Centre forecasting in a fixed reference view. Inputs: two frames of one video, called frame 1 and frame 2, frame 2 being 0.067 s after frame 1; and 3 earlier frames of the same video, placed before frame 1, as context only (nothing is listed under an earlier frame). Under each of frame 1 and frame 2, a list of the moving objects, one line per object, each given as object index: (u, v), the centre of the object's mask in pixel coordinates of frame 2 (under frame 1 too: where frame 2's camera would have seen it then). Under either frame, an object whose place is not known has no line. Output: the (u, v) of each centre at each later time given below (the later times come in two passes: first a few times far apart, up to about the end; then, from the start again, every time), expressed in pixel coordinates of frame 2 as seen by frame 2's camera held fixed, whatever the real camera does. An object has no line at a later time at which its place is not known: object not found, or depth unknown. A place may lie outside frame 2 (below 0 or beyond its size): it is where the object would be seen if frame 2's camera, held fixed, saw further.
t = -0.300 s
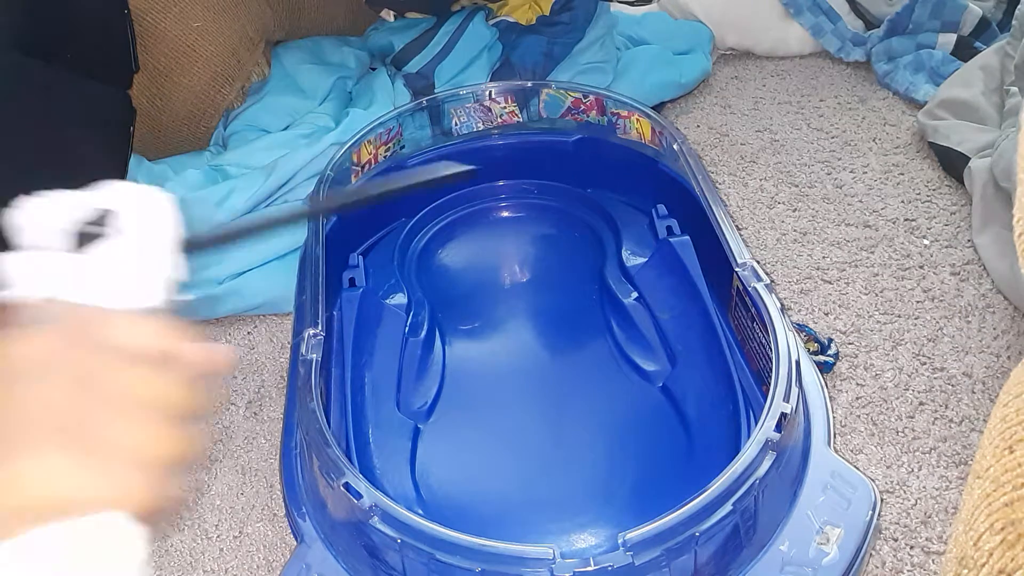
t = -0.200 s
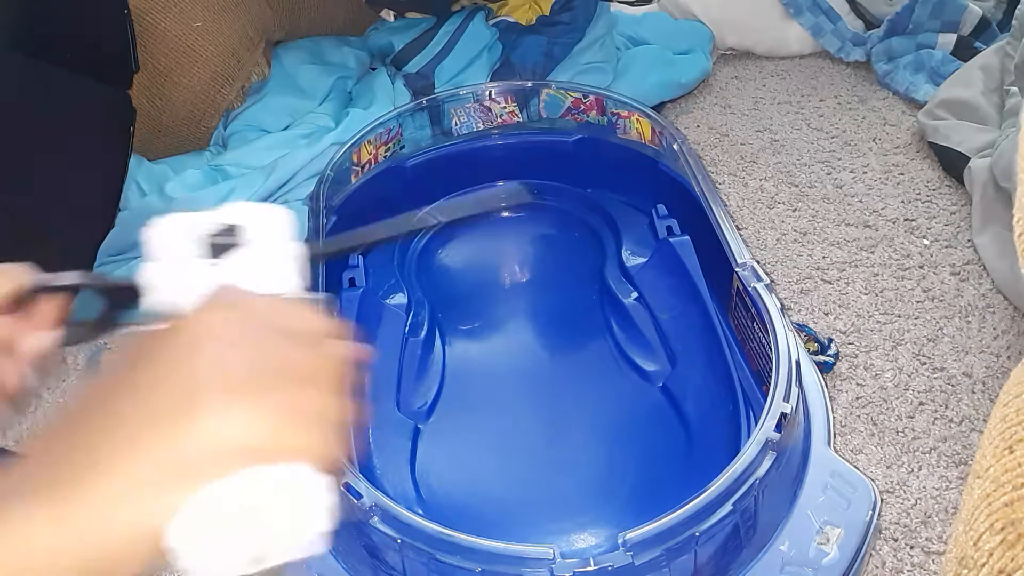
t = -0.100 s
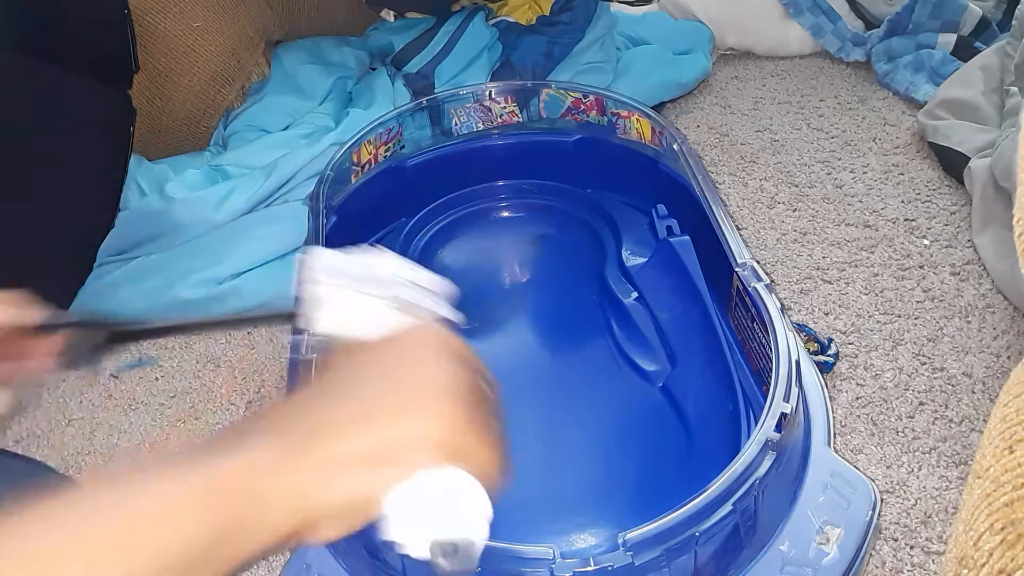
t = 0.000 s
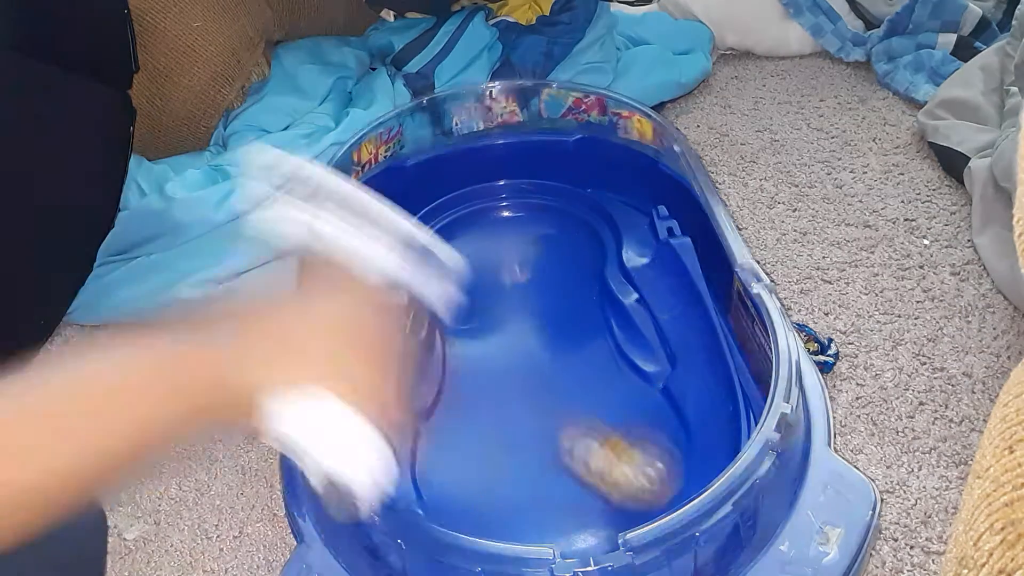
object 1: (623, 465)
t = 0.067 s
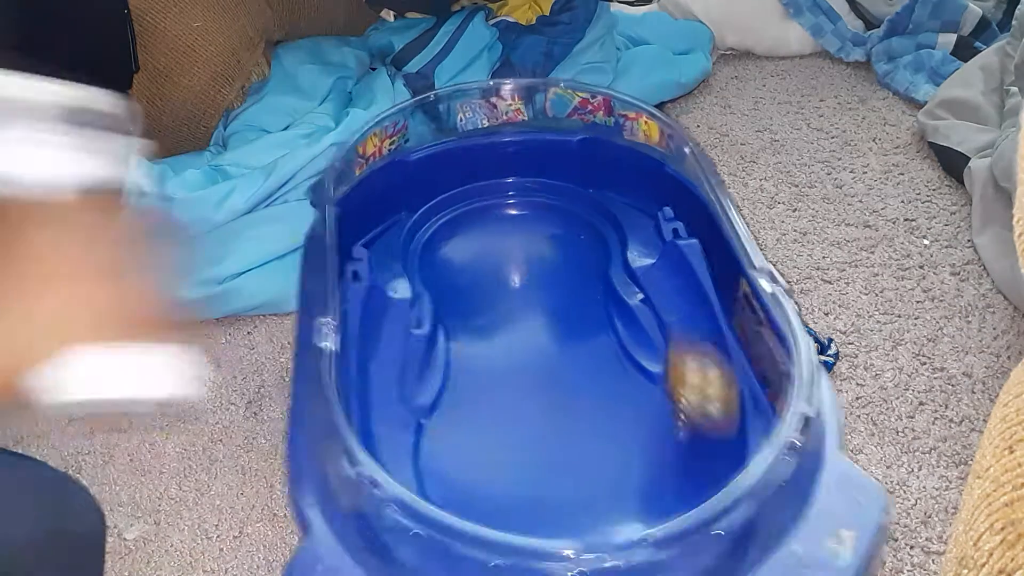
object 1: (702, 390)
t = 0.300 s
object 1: (585, 287)
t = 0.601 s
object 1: (520, 258)
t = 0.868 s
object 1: (516, 250)
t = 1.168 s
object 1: (494, 279)
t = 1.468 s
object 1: (555, 233)
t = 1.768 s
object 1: (482, 241)
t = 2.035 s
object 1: (535, 250)
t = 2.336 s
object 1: (570, 249)
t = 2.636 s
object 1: (508, 260)
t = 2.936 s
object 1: (545, 268)
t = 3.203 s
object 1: (561, 256)
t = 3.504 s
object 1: (516, 259)
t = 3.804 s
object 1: (555, 320)
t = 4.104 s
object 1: (574, 509)
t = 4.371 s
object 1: (628, 489)
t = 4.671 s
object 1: (545, 379)
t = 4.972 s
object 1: (485, 482)
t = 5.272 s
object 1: (687, 483)
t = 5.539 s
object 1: (559, 329)
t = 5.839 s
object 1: (505, 333)
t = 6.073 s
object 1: (608, 414)
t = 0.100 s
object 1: (701, 346)
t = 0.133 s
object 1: (699, 319)
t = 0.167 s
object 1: (686, 295)
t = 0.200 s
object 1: (670, 282)
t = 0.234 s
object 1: (642, 278)
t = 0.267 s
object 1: (611, 278)
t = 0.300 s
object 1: (585, 287)
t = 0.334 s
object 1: (558, 304)
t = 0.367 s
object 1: (528, 297)
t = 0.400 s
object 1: (499, 285)
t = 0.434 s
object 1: (467, 286)
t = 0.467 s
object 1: (462, 284)
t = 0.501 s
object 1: (475, 277)
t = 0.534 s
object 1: (490, 277)
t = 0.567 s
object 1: (504, 268)
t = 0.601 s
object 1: (520, 258)
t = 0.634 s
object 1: (534, 246)
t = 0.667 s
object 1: (544, 235)
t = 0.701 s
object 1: (551, 224)
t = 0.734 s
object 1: (550, 220)
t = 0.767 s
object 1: (549, 225)
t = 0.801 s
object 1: (539, 233)
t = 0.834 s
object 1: (527, 242)
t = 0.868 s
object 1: (516, 250)
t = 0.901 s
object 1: (505, 258)
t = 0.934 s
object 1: (494, 264)
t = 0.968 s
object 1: (484, 270)
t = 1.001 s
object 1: (477, 274)
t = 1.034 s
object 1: (473, 277)
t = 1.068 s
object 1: (473, 279)
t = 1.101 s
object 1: (477, 280)
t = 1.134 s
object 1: (484, 281)
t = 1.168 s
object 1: (494, 279)
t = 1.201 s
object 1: (507, 276)
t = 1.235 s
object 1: (519, 271)
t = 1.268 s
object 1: (533, 265)
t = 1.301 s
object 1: (545, 258)
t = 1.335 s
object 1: (556, 250)
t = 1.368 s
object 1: (565, 242)
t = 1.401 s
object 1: (570, 235)
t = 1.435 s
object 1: (564, 232)
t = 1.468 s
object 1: (555, 233)
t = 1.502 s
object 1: (545, 233)
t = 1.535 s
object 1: (534, 233)
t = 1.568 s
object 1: (523, 234)
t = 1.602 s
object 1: (512, 235)
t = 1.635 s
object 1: (503, 236)
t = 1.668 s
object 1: (495, 237)
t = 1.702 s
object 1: (489, 238)
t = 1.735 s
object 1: (484, 240)
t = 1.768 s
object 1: (482, 241)
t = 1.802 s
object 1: (482, 243)
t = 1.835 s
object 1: (484, 245)
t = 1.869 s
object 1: (489, 246)
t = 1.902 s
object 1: (496, 248)
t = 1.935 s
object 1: (504, 249)
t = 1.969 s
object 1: (514, 250)
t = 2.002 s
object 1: (525, 250)
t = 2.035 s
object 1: (535, 250)
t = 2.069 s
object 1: (545, 250)
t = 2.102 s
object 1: (555, 249)
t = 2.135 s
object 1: (563, 248)
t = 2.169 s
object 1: (569, 247)
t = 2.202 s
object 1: (574, 247)
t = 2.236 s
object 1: (576, 247)
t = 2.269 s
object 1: (576, 247)
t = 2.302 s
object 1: (574, 248)
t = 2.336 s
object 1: (570, 249)
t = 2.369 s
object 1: (564, 250)
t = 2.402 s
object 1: (557, 252)
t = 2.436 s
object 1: (549, 254)
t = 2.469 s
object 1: (541, 255)
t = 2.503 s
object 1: (532, 257)
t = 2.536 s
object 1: (524, 258)
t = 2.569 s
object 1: (518, 259)
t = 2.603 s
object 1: (512, 259)
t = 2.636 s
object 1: (508, 260)
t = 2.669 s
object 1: (505, 261)
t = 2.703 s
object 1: (505, 262)
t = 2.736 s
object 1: (506, 264)
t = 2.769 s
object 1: (509, 264)
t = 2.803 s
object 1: (514, 266)
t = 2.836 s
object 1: (520, 267)
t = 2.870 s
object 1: (527, 267)
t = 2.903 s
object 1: (536, 268)
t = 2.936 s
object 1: (545, 268)
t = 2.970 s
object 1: (554, 267)
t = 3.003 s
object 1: (562, 266)
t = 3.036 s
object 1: (568, 264)
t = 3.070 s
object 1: (572, 262)
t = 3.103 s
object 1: (572, 261)
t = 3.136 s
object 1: (571, 259)
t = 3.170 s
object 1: (566, 258)
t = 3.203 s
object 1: (561, 256)
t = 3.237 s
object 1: (554, 254)
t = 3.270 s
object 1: (547, 253)
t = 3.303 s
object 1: (540, 251)
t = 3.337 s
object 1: (534, 251)
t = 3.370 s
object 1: (529, 251)
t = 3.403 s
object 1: (524, 251)
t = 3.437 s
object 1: (521, 253)
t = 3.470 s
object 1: (518, 255)
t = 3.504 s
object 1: (516, 259)
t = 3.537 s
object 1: (515, 262)
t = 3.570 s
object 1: (515, 267)
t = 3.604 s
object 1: (517, 272)
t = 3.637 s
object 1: (521, 278)
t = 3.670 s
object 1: (525, 284)
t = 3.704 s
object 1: (531, 291)
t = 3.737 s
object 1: (539, 299)
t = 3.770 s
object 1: (547, 309)
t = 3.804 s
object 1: (555, 320)
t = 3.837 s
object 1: (560, 332)
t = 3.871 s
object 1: (561, 349)
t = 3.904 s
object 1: (560, 368)
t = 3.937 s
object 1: (557, 391)
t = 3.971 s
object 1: (556, 416)
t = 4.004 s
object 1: (557, 442)
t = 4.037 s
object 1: (561, 468)
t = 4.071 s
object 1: (567, 492)
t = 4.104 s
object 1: (574, 509)
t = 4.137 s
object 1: (586, 522)
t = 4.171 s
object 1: (599, 530)
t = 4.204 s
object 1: (612, 533)
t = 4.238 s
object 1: (619, 530)
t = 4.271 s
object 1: (624, 527)
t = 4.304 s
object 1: (627, 520)
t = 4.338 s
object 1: (628, 509)
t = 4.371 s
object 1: (628, 489)
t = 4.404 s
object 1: (627, 468)
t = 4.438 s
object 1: (626, 447)
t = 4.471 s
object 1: (622, 427)
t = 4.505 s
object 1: (615, 410)
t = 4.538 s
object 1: (605, 397)
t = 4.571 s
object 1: (593, 387)
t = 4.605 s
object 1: (579, 381)
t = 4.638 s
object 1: (562, 379)
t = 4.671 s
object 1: (545, 379)
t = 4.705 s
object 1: (528, 382)
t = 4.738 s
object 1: (513, 387)
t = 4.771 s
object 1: (501, 394)
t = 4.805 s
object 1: (490, 405)
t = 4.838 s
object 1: (483, 416)
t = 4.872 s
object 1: (478, 430)
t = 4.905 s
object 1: (477, 446)
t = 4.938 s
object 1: (479, 464)
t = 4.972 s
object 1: (485, 482)
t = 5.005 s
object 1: (497, 498)
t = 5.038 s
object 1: (514, 510)
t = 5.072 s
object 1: (534, 518)
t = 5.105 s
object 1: (559, 525)
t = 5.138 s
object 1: (591, 529)
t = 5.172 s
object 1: (618, 528)
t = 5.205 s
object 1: (642, 520)
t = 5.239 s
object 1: (667, 504)
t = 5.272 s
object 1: (687, 483)
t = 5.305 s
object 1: (697, 460)
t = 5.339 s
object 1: (697, 431)
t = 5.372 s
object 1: (687, 404)
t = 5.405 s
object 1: (669, 381)
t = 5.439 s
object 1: (647, 361)
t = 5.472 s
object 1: (618, 346)
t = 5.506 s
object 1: (591, 336)
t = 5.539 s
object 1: (559, 329)
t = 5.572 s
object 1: (527, 324)
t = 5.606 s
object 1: (496, 319)
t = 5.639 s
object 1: (472, 314)
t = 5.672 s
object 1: (461, 307)
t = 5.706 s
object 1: (464, 306)
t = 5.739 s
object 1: (467, 313)
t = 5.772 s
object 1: (477, 319)
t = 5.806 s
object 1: (489, 324)
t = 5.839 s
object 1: (505, 333)
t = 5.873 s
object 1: (524, 341)
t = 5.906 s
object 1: (542, 351)
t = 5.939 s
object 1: (559, 361)
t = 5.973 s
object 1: (573, 372)
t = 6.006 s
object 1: (587, 386)
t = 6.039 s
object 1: (599, 400)
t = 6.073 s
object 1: (608, 414)
